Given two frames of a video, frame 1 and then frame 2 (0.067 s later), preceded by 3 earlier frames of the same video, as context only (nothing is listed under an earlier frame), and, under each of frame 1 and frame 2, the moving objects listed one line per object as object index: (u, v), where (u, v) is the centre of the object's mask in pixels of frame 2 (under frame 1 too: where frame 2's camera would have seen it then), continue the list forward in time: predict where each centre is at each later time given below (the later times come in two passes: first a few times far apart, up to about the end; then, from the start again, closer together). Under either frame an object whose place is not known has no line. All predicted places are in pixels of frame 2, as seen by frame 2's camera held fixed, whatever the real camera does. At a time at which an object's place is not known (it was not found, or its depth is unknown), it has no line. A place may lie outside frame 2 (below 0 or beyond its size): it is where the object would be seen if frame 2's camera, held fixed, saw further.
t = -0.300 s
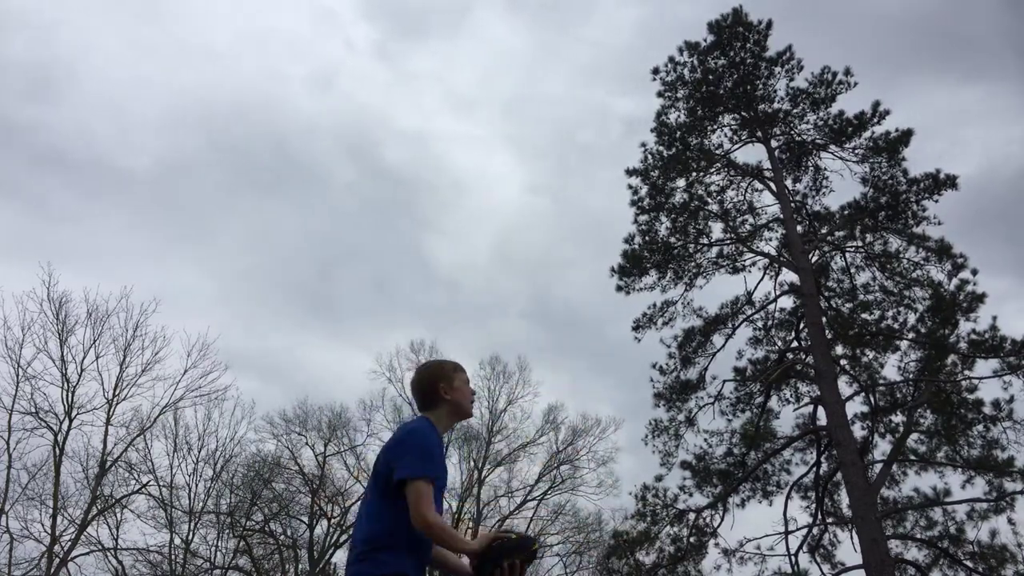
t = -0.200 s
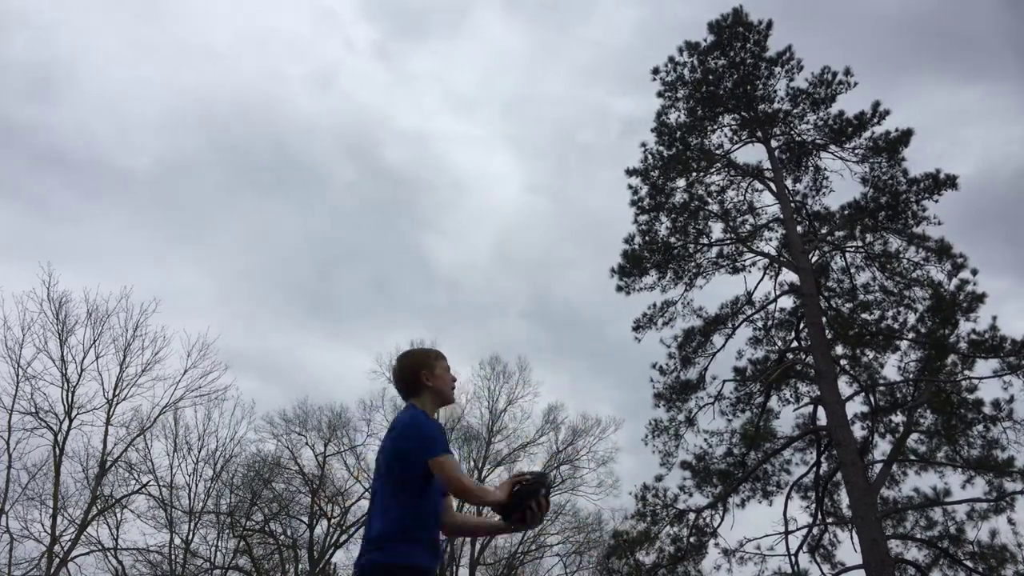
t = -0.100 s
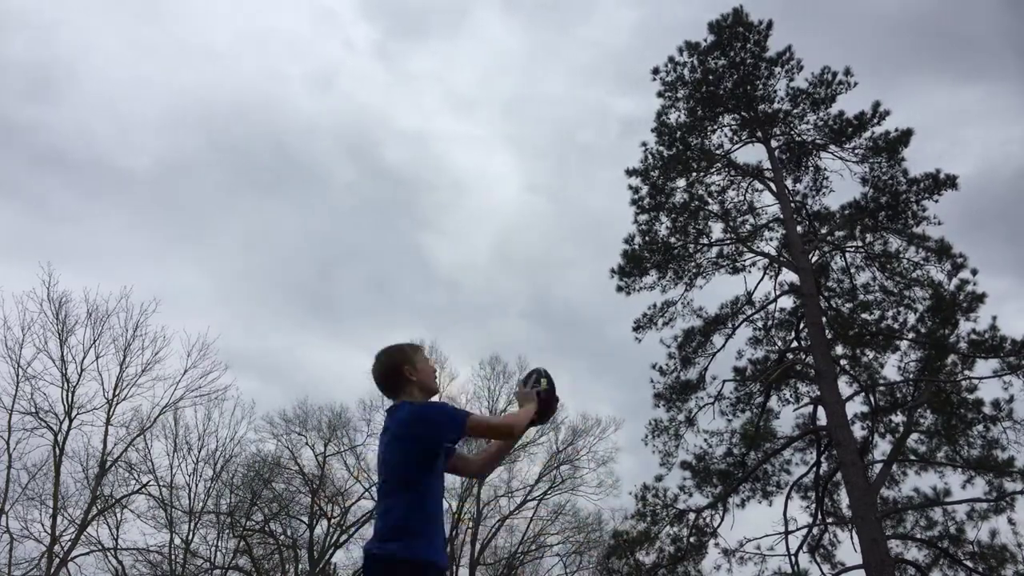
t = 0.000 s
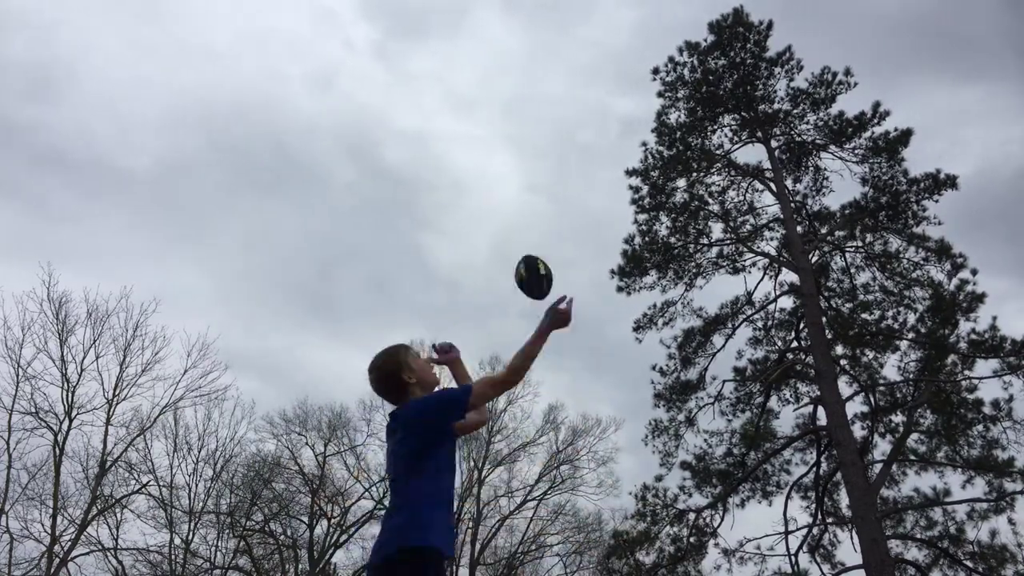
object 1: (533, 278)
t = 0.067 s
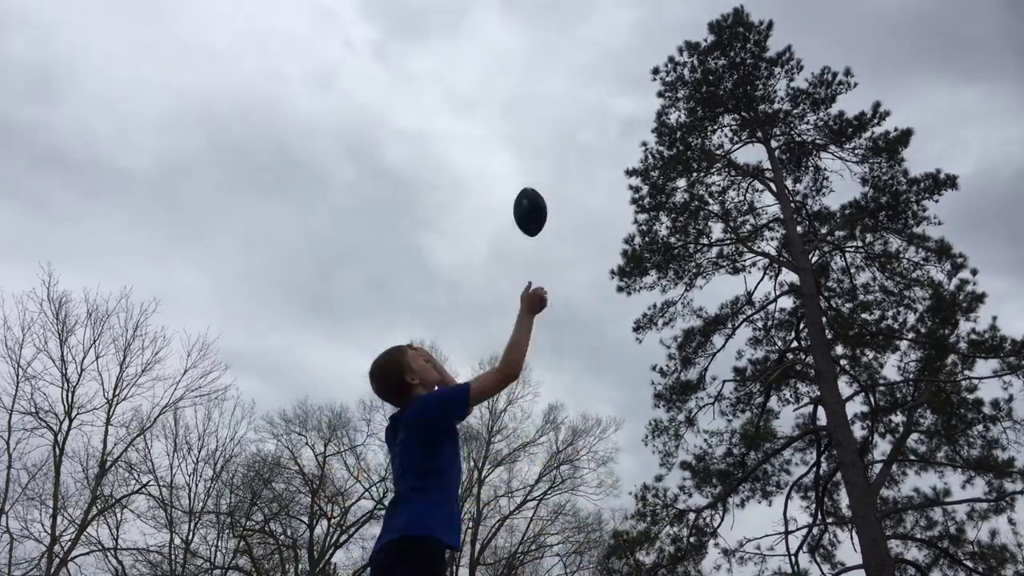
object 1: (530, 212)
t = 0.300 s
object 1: (516, 65)
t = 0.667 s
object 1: (499, 10)
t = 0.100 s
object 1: (527, 184)
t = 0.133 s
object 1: (524, 159)
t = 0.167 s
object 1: (523, 135)
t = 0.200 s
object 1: (521, 116)
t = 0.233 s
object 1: (519, 96)
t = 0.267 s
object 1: (518, 80)
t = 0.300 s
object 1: (516, 65)
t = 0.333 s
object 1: (514, 52)
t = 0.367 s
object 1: (513, 40)
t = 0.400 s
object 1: (511, 32)
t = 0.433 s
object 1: (509, 23)
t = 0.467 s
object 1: (508, 16)
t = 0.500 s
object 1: (506, 12)
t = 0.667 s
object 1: (499, 10)
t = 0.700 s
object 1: (497, 12)
